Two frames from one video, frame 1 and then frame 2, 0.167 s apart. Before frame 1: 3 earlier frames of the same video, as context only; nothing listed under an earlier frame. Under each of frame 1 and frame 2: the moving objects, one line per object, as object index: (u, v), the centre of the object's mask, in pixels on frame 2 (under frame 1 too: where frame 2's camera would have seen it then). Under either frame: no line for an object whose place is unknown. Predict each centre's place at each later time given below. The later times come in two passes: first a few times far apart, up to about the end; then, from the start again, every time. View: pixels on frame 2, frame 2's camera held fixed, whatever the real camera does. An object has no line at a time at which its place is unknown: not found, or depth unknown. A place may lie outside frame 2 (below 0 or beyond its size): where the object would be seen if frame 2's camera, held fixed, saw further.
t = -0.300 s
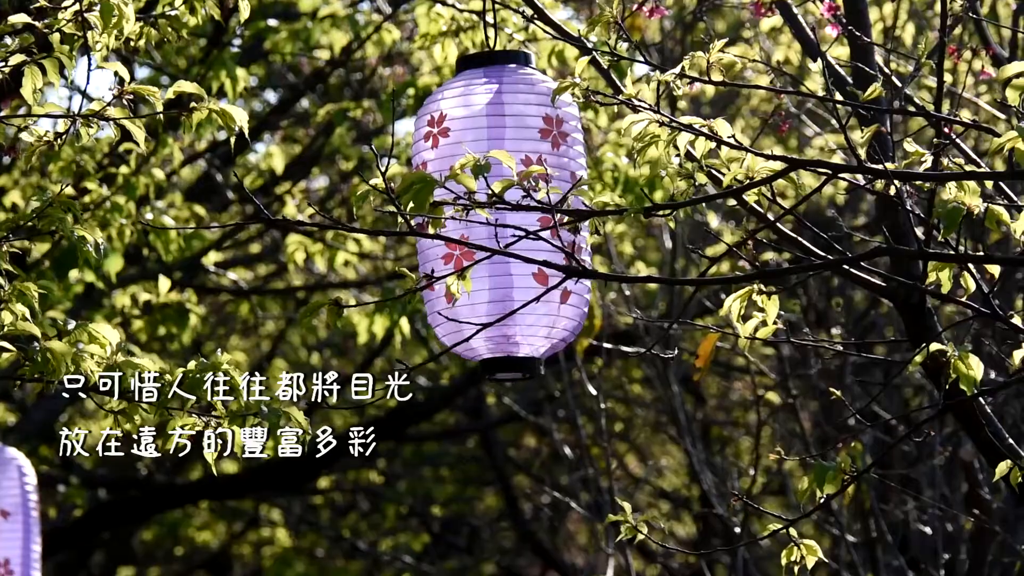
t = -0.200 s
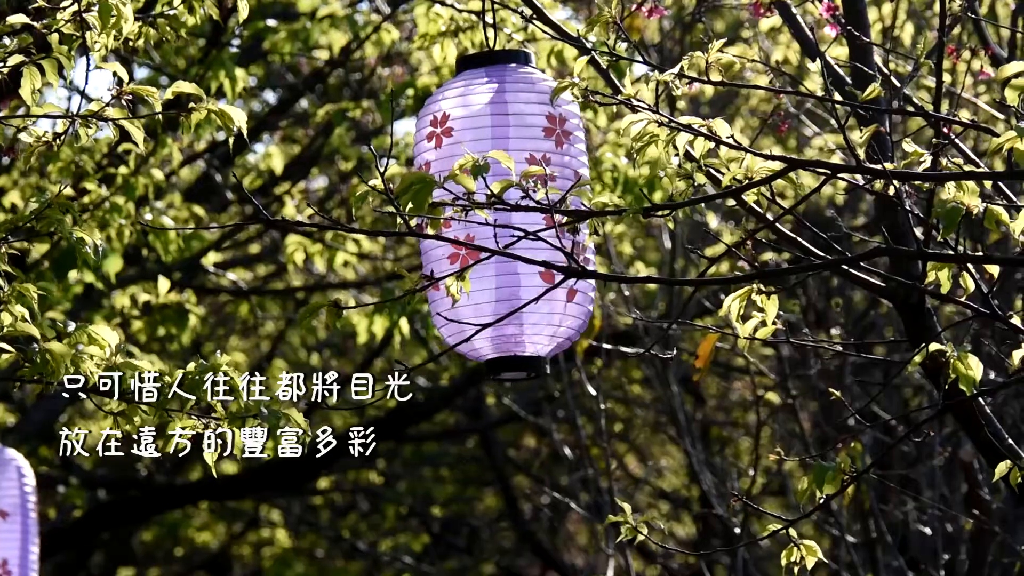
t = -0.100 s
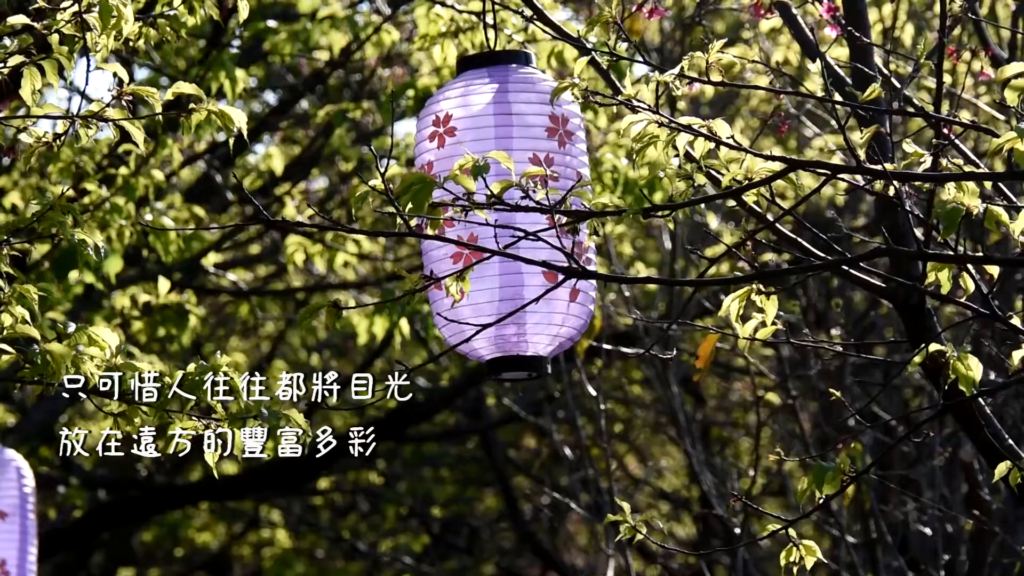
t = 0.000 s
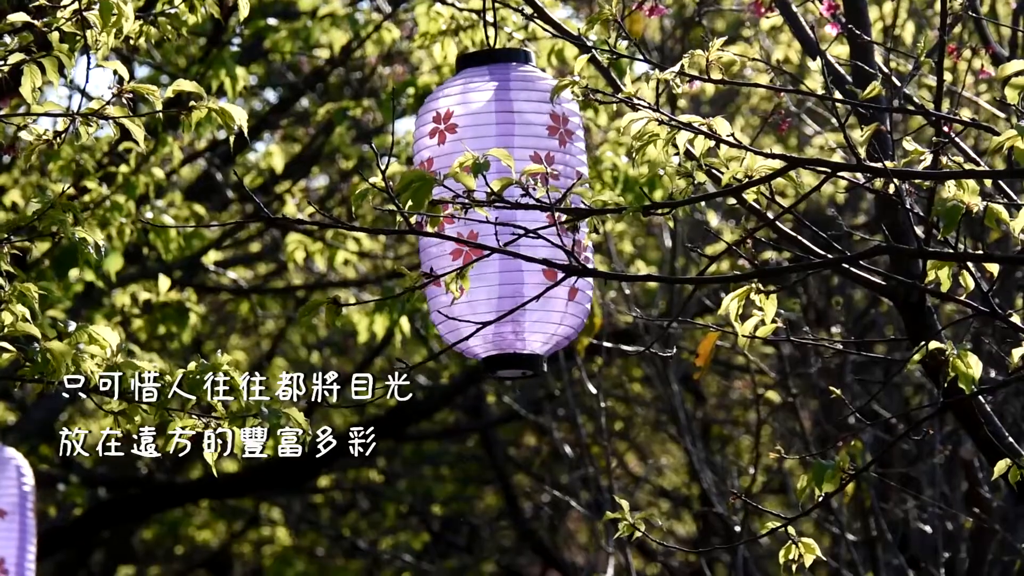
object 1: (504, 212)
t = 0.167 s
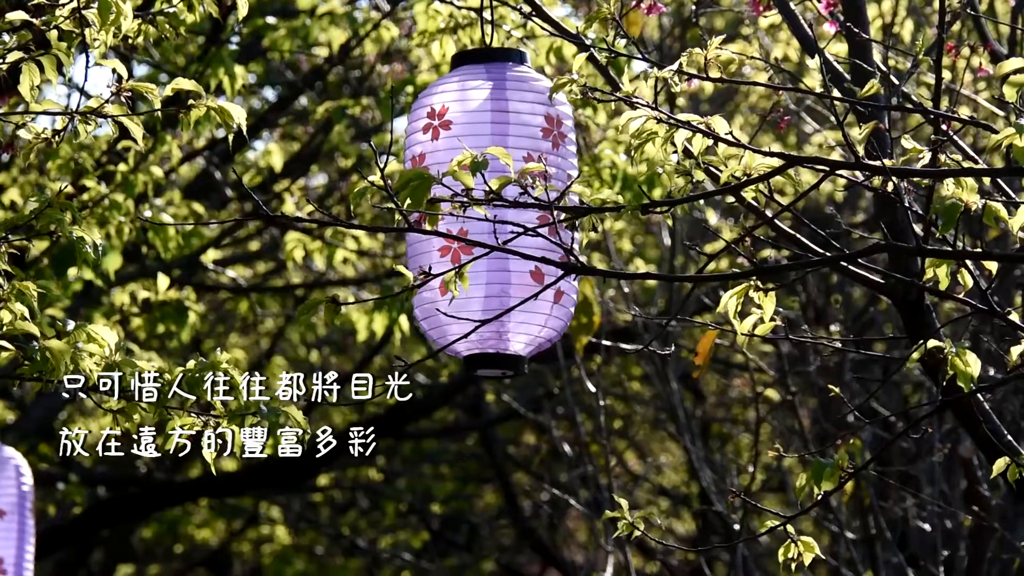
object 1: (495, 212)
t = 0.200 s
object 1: (493, 213)
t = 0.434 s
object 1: (475, 215)
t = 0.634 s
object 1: (471, 217)
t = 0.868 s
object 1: (482, 213)
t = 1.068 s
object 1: (495, 212)
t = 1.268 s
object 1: (501, 213)
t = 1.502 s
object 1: (495, 213)
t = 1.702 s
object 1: (480, 216)
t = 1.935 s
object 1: (470, 217)
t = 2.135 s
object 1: (479, 216)
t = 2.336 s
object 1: (495, 216)
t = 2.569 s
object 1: (506, 215)
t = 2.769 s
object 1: (500, 215)
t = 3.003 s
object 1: (483, 216)
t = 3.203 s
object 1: (469, 216)
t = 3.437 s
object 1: (470, 217)
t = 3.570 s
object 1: (479, 215)
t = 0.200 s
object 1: (493, 213)
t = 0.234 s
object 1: (490, 213)
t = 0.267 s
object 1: (489, 212)
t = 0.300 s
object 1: (486, 212)
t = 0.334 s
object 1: (485, 212)
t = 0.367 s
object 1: (480, 214)
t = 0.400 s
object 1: (477, 215)
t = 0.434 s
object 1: (475, 215)
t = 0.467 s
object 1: (473, 216)
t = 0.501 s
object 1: (472, 215)
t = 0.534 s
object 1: (471, 216)
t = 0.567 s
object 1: (470, 216)
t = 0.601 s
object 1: (471, 216)
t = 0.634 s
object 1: (471, 217)
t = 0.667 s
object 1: (471, 217)
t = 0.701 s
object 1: (472, 217)
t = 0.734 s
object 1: (473, 217)
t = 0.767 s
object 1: (475, 214)
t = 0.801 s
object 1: (478, 214)
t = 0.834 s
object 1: (480, 214)
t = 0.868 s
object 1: (482, 213)
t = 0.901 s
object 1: (484, 214)
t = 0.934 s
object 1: (487, 213)
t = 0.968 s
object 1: (490, 213)
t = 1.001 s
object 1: (491, 212)
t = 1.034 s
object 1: (493, 212)
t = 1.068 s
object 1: (495, 212)
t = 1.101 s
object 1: (497, 212)
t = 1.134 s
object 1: (499, 213)
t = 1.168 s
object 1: (500, 213)
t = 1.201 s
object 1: (501, 213)
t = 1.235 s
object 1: (501, 214)
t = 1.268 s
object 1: (501, 213)
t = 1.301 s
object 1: (501, 213)
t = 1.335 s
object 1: (501, 213)
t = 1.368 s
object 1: (500, 214)
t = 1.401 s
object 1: (499, 214)
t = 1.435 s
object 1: (498, 214)
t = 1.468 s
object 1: (497, 213)
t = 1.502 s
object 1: (495, 213)
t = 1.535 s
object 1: (493, 214)
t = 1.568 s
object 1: (491, 214)
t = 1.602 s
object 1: (489, 214)
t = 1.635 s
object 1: (486, 214)
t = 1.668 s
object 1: (482, 216)
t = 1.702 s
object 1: (480, 216)
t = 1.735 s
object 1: (477, 216)
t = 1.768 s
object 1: (476, 216)
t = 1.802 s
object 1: (474, 217)
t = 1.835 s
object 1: (472, 217)
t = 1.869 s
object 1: (471, 217)
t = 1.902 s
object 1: (471, 217)
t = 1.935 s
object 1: (470, 217)
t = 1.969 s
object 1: (470, 217)
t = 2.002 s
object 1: (471, 217)
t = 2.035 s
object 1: (472, 204)
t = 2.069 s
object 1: (473, 218)
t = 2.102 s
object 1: (475, 218)
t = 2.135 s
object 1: (479, 216)
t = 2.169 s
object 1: (481, 216)
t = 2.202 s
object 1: (484, 217)
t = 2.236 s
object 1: (487, 217)
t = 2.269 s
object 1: (491, 217)
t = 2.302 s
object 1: (493, 216)
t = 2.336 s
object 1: (495, 216)
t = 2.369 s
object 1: (498, 215)
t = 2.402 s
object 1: (500, 215)
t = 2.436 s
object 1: (502, 215)
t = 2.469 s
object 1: (503, 215)
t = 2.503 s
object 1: (505, 215)
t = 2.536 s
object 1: (505, 215)
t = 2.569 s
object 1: (506, 215)
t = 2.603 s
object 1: (505, 216)
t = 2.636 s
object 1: (505, 216)
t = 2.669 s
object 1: (505, 216)
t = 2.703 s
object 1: (504, 216)
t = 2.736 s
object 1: (502, 215)
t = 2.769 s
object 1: (500, 215)
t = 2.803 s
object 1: (499, 215)
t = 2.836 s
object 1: (496, 215)
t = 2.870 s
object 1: (494, 215)
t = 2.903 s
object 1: (491, 216)
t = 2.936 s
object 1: (489, 215)
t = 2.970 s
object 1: (486, 216)
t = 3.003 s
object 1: (483, 216)
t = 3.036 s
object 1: (479, 216)
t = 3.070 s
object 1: (476, 218)
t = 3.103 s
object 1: (474, 218)
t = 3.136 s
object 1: (473, 216)
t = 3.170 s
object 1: (470, 217)
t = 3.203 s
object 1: (469, 216)
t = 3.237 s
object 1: (469, 217)
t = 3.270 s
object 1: (469, 216)
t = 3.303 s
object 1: (469, 217)
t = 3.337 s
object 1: (469, 216)
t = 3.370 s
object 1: (468, 217)
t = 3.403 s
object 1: (469, 217)
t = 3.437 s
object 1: (470, 217)
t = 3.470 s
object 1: (472, 217)
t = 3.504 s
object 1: (474, 217)
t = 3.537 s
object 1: (477, 215)
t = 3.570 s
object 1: (479, 215)
